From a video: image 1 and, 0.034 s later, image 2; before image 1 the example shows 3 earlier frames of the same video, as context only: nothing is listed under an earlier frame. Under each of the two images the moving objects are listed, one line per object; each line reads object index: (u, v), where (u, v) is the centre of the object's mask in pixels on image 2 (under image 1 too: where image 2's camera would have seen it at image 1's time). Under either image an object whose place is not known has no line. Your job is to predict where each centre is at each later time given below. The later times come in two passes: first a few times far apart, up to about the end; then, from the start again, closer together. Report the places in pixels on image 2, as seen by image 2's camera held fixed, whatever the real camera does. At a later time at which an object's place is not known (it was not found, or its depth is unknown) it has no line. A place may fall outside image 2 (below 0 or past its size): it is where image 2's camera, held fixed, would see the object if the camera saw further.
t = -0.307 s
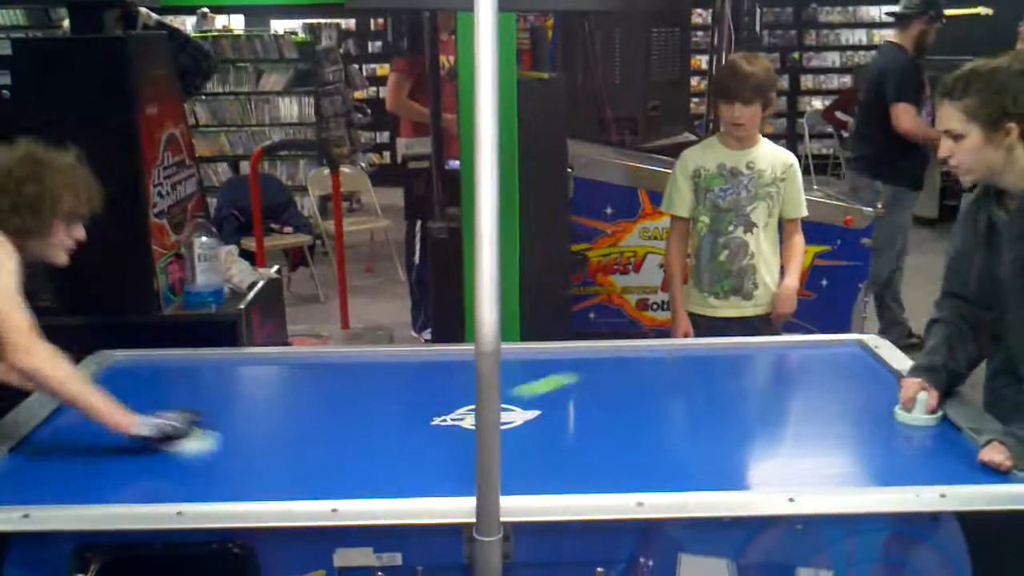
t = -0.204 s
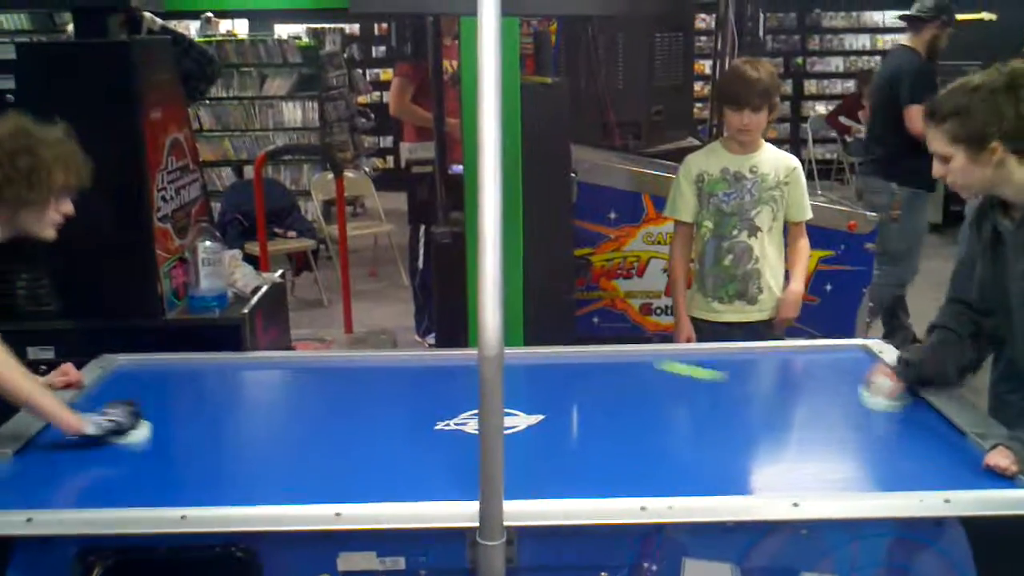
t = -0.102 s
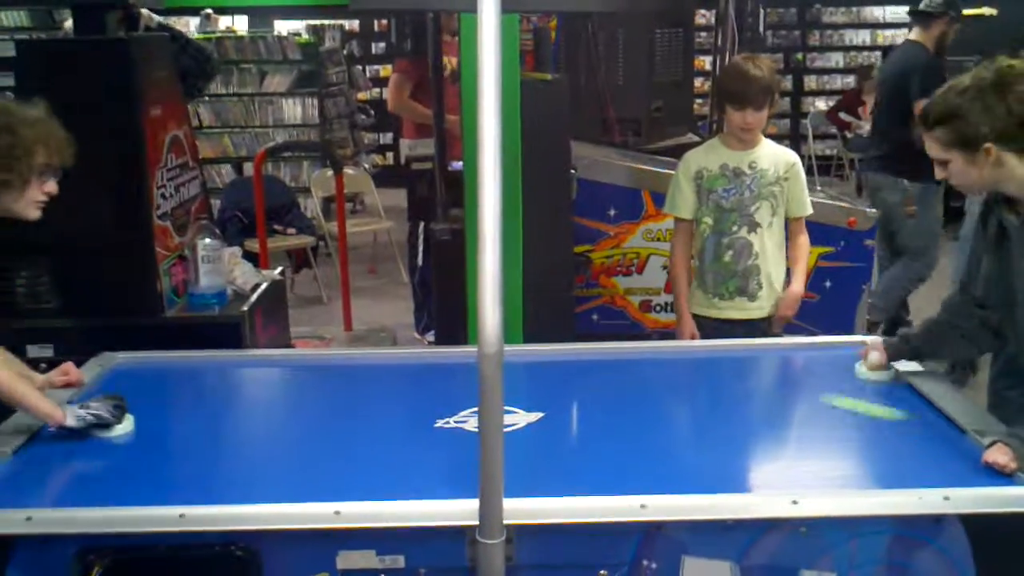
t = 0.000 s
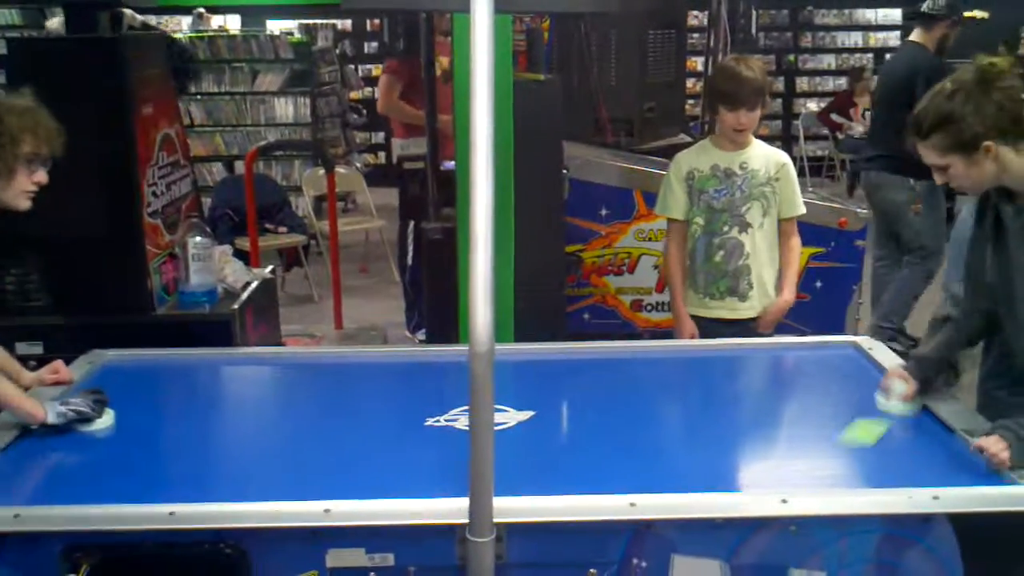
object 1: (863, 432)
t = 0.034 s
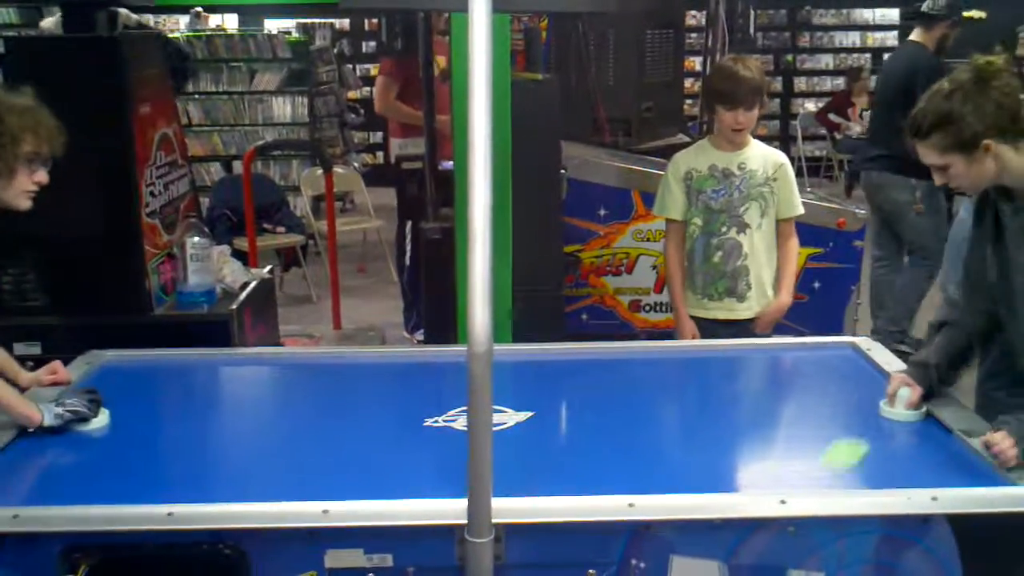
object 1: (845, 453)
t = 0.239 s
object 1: (646, 418)
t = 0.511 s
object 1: (459, 381)
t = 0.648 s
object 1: (400, 420)
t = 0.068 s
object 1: (825, 475)
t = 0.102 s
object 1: (785, 478)
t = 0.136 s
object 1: (747, 461)
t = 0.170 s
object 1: (712, 446)
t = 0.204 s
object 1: (678, 432)
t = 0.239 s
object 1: (646, 418)
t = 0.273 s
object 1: (616, 405)
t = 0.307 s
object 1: (589, 393)
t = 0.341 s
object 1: (564, 382)
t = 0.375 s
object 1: (539, 372)
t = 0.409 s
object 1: (517, 362)
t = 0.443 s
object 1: (502, 361)
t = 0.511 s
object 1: (459, 381)
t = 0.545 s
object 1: (451, 389)
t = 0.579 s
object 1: (436, 399)
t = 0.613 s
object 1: (419, 409)
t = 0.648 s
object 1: (400, 420)
